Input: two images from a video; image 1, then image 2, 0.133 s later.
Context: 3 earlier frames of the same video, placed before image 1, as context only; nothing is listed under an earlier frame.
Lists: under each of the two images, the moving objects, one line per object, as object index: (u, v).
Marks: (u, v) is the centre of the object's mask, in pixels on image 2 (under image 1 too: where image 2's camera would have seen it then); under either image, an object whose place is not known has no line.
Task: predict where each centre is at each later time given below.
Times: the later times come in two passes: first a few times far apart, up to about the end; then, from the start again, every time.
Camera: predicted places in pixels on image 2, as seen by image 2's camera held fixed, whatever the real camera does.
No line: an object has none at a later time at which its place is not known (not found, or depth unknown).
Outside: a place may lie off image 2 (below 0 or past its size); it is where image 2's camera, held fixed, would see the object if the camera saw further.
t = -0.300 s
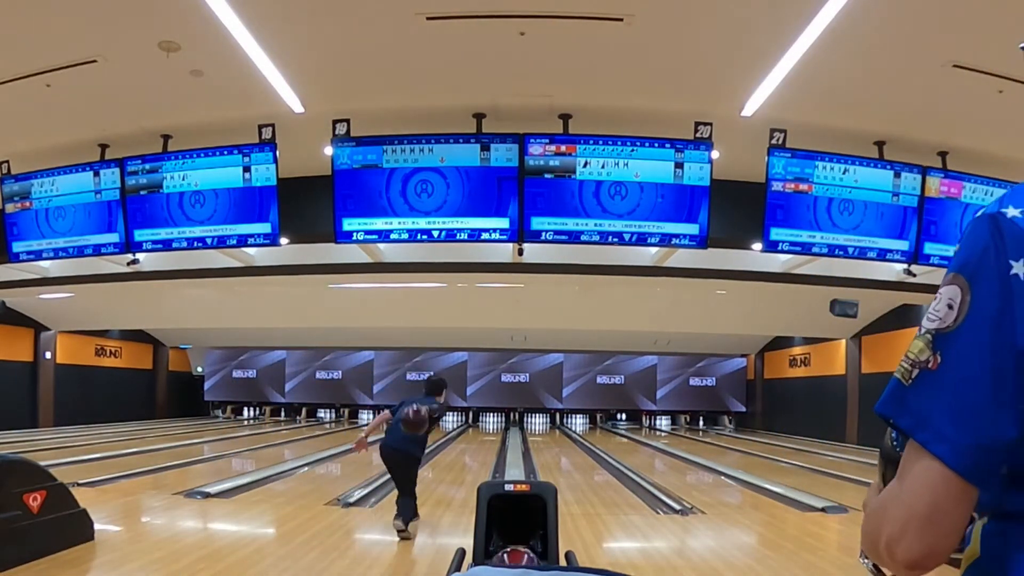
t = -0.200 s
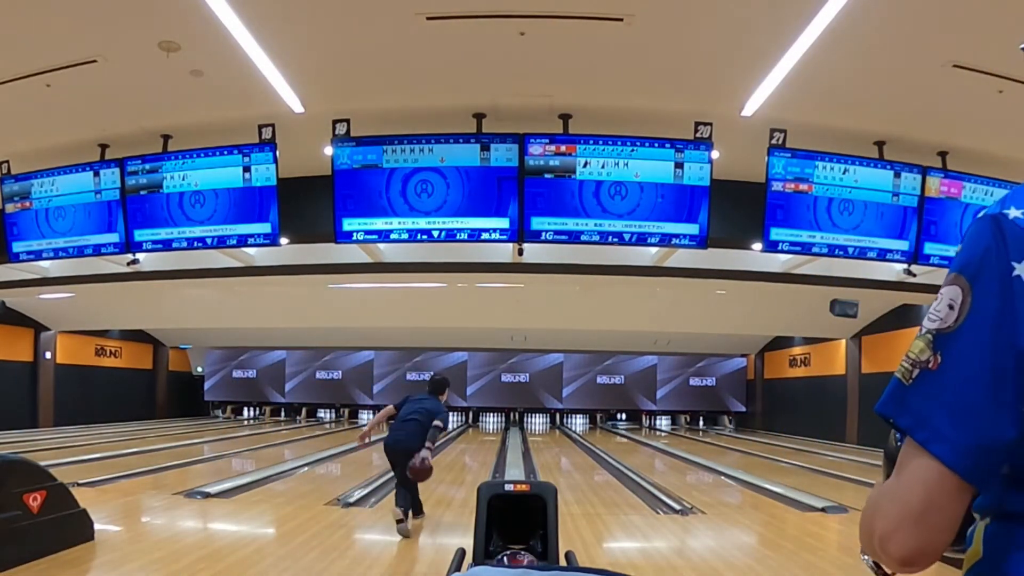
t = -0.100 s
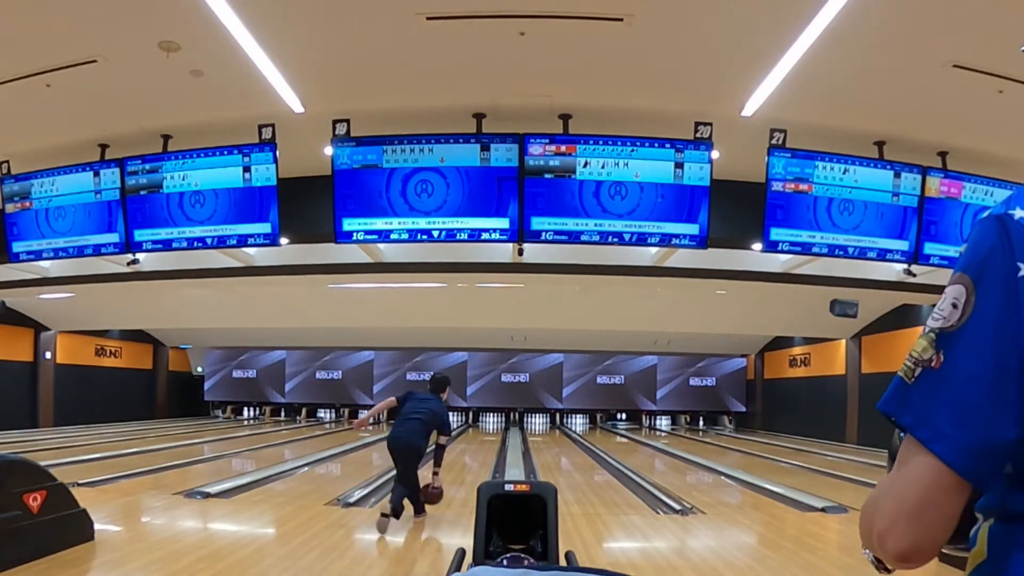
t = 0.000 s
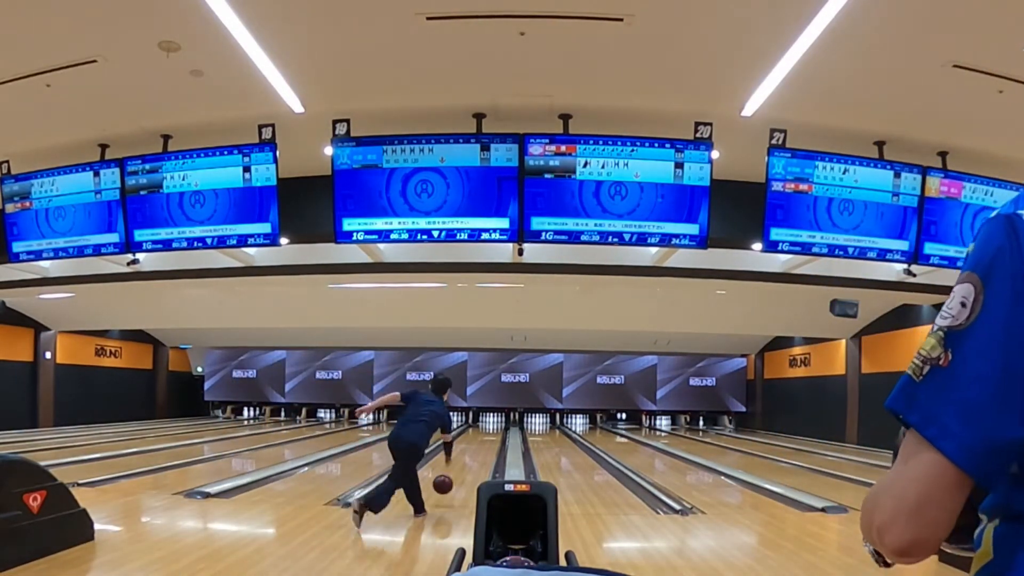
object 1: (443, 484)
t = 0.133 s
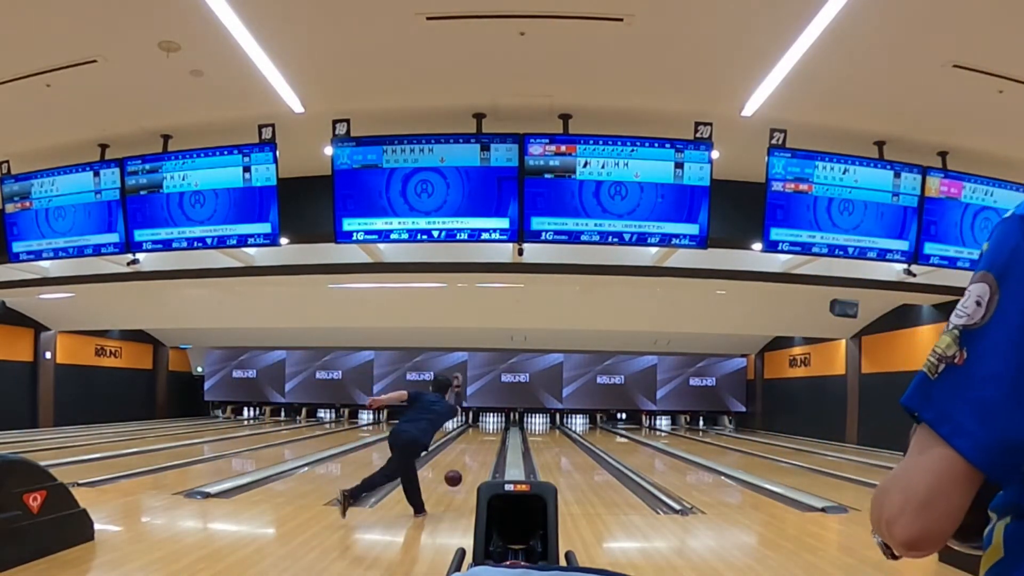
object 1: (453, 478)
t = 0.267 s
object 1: (461, 473)
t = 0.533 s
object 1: (472, 458)
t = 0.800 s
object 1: (480, 448)
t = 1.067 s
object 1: (485, 441)
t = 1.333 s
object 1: (489, 435)
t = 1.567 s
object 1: (491, 431)
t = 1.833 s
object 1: (494, 428)
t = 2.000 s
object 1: (495, 426)
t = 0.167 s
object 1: (455, 479)
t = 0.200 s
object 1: (457, 477)
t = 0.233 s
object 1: (459, 475)
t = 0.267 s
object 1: (461, 473)
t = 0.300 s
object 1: (463, 471)
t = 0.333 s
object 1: (464, 469)
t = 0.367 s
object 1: (466, 467)
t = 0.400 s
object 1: (467, 465)
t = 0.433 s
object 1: (468, 463)
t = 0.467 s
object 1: (470, 461)
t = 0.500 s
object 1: (471, 460)
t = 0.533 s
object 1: (472, 458)
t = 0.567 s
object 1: (473, 457)
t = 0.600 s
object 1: (474, 455)
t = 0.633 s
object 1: (475, 454)
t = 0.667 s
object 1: (476, 452)
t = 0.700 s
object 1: (477, 451)
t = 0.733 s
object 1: (478, 450)
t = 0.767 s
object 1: (479, 449)
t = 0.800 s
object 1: (480, 448)
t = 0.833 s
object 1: (481, 447)
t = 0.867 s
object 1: (481, 446)
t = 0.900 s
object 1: (482, 445)
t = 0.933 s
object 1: (483, 444)
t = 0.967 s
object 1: (483, 443)
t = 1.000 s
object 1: (484, 442)
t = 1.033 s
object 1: (484, 442)
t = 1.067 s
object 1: (485, 441)
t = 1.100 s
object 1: (486, 440)
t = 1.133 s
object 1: (486, 439)
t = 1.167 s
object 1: (487, 439)
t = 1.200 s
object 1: (487, 438)
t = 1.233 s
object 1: (488, 437)
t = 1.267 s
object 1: (488, 437)
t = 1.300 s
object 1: (488, 436)
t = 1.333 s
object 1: (489, 435)
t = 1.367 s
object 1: (489, 434)
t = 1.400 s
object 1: (490, 434)
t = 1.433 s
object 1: (490, 433)
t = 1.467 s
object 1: (490, 433)
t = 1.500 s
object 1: (491, 433)
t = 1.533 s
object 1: (491, 432)
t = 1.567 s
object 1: (491, 431)
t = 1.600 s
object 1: (492, 431)
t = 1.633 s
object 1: (492, 430)
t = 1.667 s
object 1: (492, 430)
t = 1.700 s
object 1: (493, 429)
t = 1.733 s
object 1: (493, 429)
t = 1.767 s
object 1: (493, 428)
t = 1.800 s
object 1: (494, 428)
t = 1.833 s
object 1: (494, 428)
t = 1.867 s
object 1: (494, 427)
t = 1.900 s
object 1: (494, 427)
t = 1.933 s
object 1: (494, 427)
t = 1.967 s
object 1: (495, 426)
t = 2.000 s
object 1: (495, 426)
